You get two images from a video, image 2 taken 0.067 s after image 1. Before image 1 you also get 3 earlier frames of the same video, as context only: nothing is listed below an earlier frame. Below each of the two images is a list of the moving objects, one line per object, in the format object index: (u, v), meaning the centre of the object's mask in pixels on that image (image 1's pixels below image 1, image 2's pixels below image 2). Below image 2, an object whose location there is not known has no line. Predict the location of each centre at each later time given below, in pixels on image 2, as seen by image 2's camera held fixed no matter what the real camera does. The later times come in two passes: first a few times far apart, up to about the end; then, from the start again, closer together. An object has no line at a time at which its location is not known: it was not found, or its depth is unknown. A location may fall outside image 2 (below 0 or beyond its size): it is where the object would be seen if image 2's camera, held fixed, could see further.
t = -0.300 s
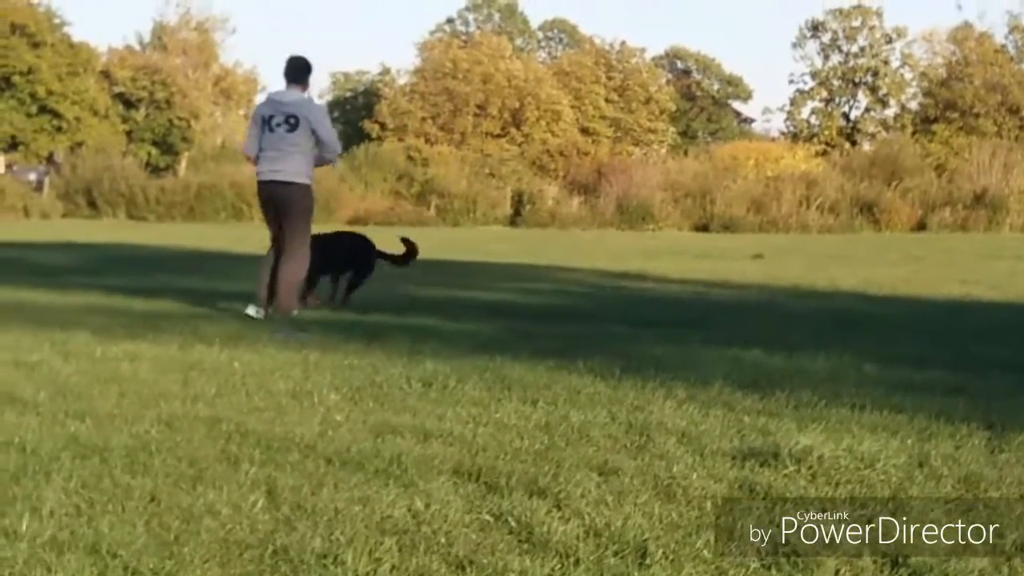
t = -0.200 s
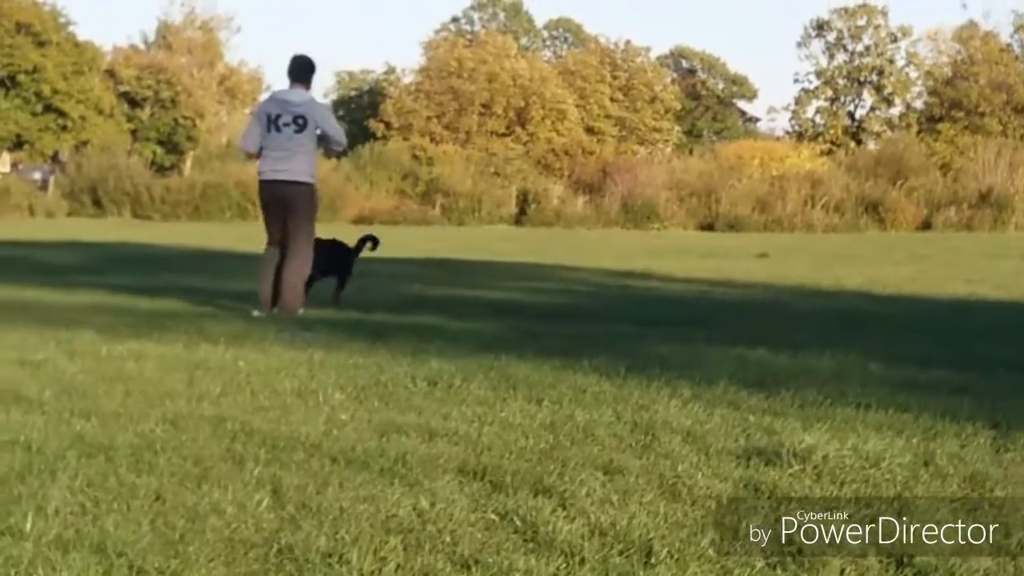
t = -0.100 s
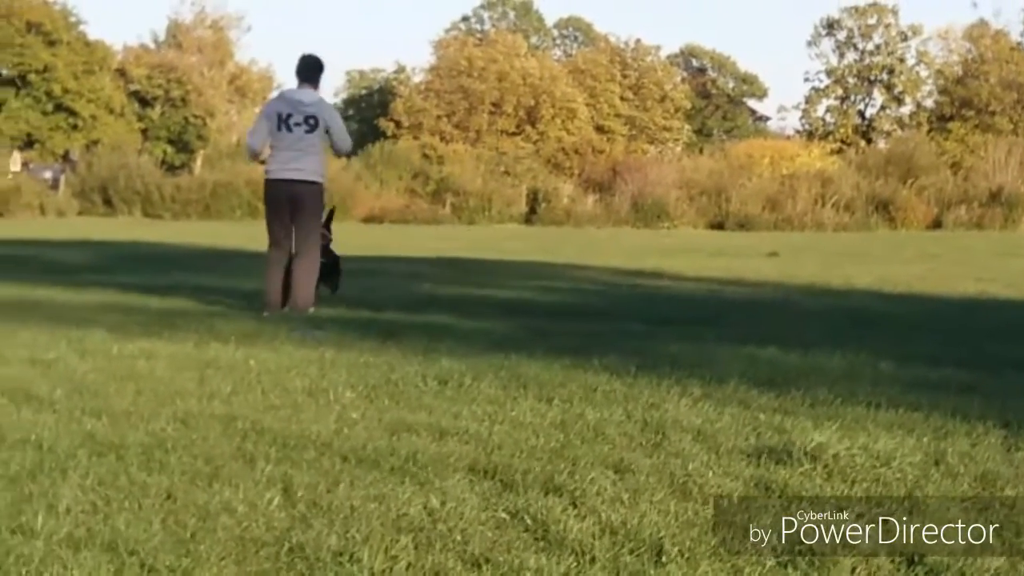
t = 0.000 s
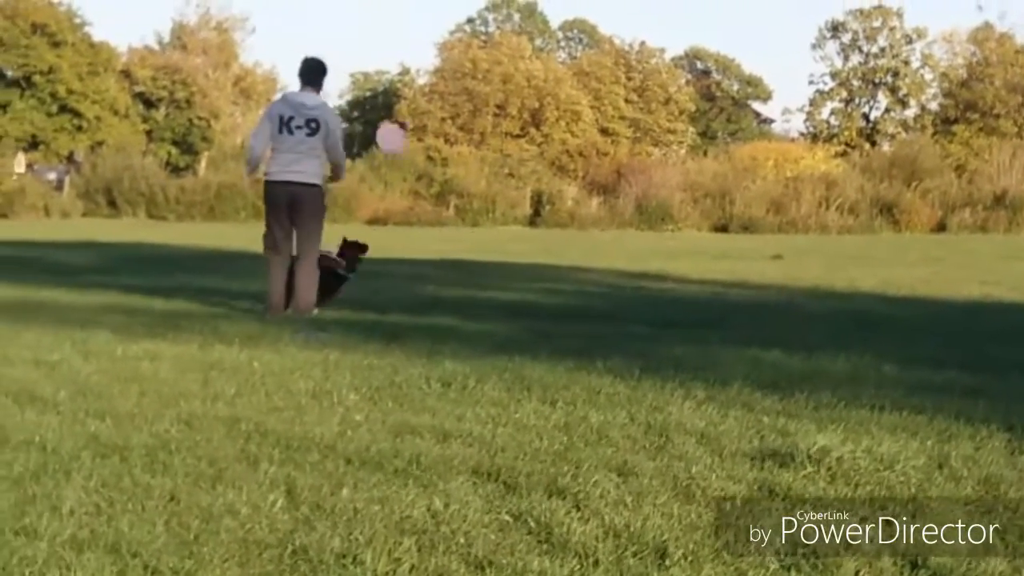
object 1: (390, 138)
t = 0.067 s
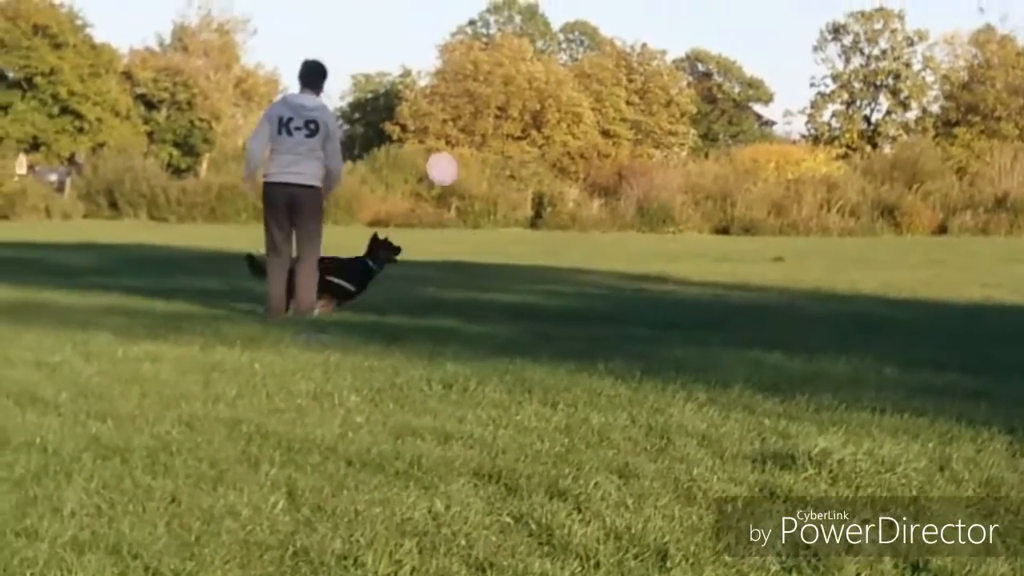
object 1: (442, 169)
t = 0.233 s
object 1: (563, 262)
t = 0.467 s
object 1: (709, 292)
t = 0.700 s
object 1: (839, 311)
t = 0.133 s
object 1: (491, 201)
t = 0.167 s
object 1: (516, 221)
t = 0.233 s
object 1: (563, 262)
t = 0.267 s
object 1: (588, 285)
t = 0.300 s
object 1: (611, 306)
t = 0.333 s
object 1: (632, 304)
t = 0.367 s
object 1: (651, 299)
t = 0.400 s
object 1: (671, 296)
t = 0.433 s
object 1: (690, 292)
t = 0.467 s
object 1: (709, 292)
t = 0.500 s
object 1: (729, 292)
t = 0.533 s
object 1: (747, 293)
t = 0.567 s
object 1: (766, 297)
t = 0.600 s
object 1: (785, 302)
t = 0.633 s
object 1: (803, 308)
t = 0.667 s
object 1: (822, 313)
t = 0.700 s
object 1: (839, 311)
